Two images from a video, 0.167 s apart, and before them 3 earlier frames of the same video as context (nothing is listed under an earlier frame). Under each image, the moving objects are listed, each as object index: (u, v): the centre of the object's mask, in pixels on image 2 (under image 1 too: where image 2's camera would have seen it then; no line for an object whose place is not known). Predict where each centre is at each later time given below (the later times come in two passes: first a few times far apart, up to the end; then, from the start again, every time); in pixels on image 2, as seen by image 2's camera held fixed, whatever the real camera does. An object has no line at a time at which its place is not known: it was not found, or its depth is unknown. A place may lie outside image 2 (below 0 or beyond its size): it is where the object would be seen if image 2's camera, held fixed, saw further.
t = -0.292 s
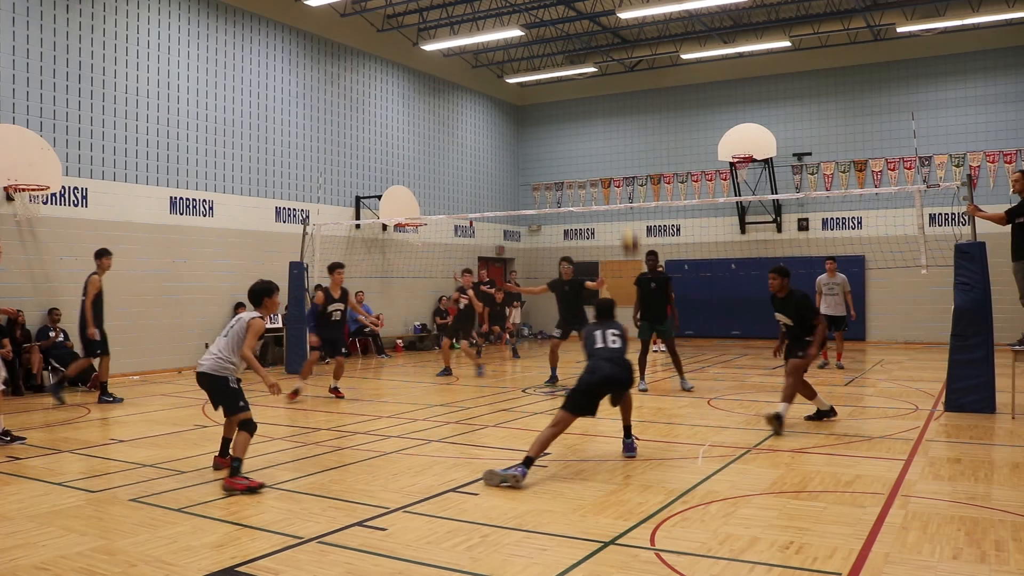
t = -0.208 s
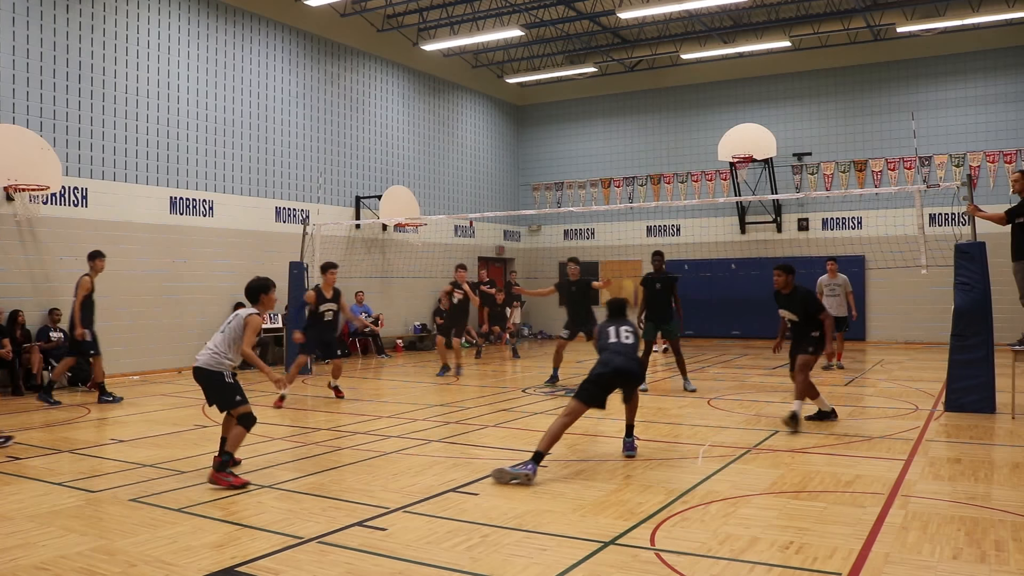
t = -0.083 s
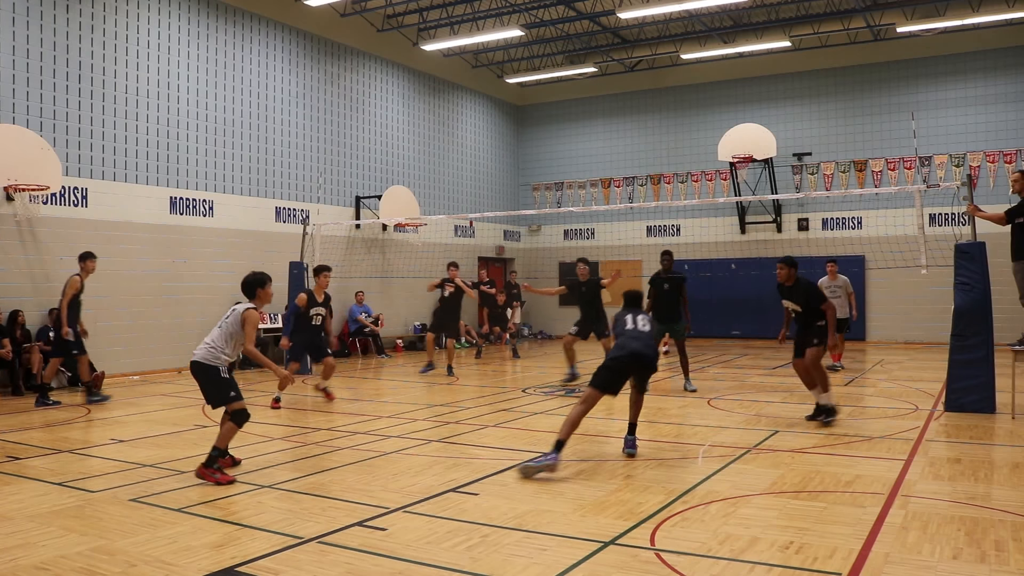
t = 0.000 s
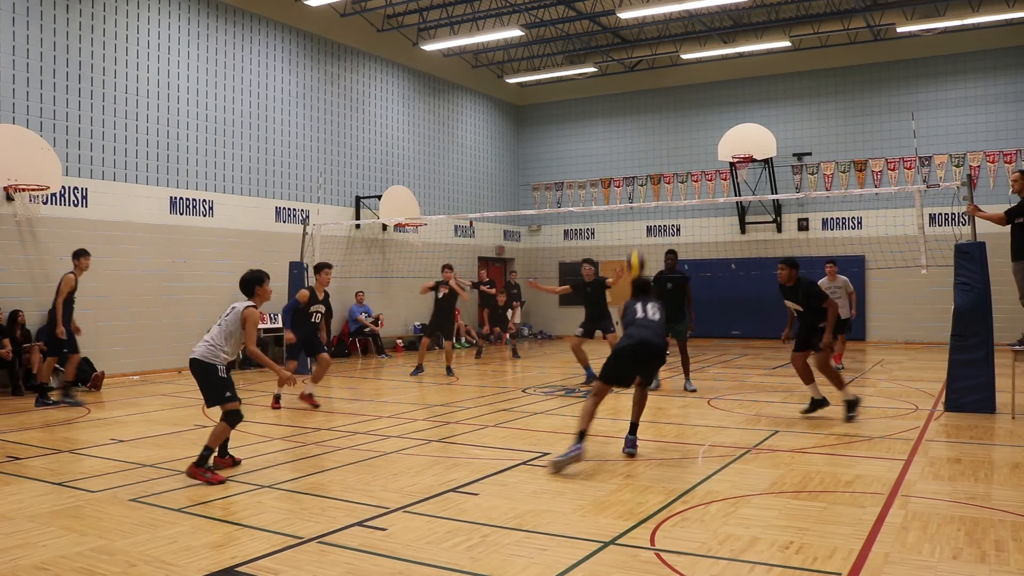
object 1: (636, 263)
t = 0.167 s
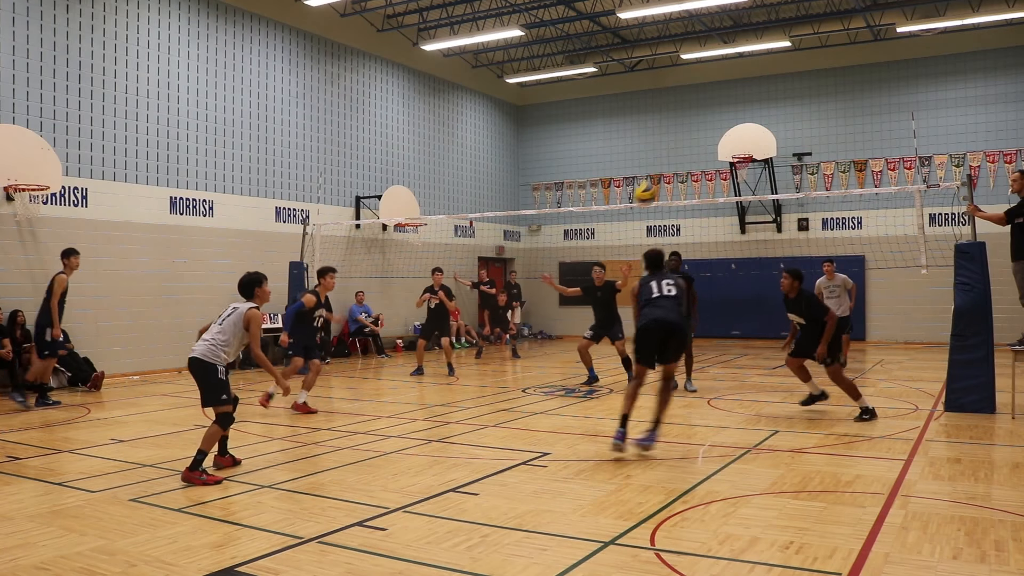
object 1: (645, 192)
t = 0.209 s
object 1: (647, 181)
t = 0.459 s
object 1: (659, 147)
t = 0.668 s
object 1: (669, 162)
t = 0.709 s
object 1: (670, 170)
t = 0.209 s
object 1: (647, 181)
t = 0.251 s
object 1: (649, 171)
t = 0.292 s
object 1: (651, 162)
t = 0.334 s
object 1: (653, 156)
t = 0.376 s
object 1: (655, 151)
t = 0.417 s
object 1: (657, 148)
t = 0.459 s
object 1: (659, 147)
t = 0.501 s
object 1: (661, 146)
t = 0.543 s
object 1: (663, 148)
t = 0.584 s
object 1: (664, 151)
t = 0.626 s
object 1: (666, 156)
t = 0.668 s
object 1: (669, 162)
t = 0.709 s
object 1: (670, 170)
